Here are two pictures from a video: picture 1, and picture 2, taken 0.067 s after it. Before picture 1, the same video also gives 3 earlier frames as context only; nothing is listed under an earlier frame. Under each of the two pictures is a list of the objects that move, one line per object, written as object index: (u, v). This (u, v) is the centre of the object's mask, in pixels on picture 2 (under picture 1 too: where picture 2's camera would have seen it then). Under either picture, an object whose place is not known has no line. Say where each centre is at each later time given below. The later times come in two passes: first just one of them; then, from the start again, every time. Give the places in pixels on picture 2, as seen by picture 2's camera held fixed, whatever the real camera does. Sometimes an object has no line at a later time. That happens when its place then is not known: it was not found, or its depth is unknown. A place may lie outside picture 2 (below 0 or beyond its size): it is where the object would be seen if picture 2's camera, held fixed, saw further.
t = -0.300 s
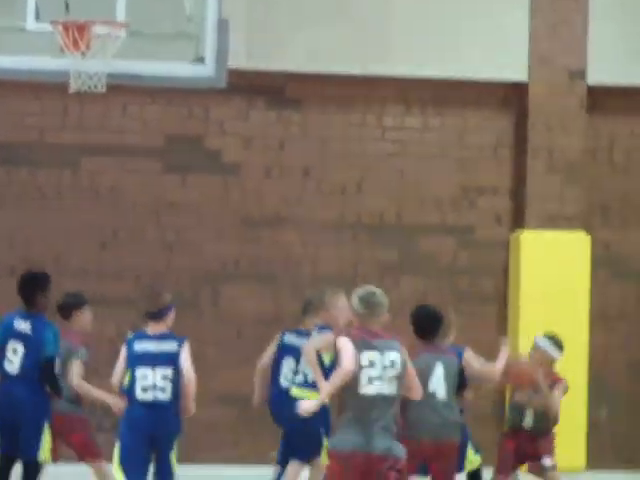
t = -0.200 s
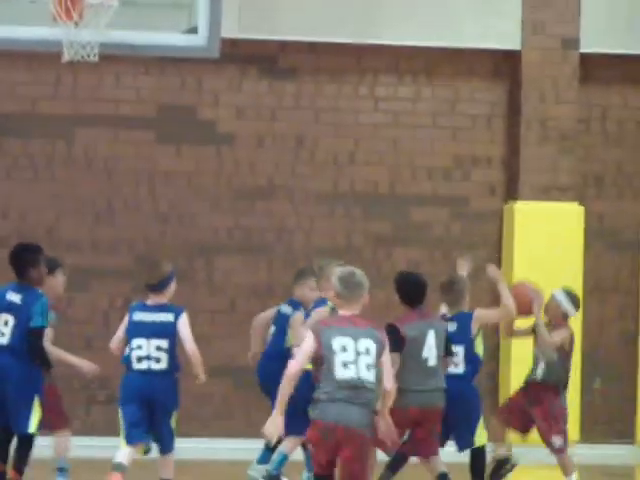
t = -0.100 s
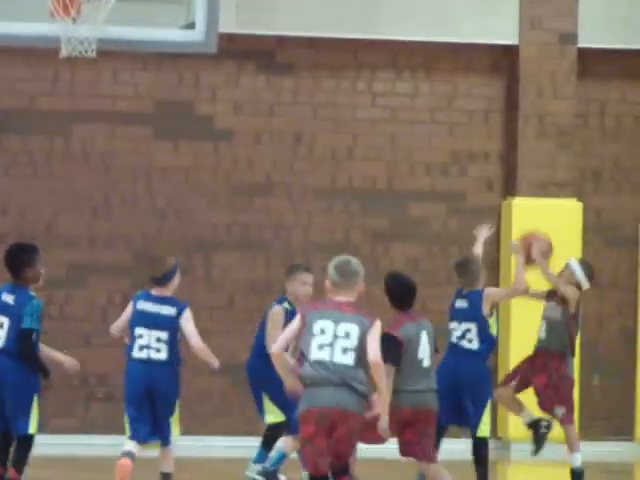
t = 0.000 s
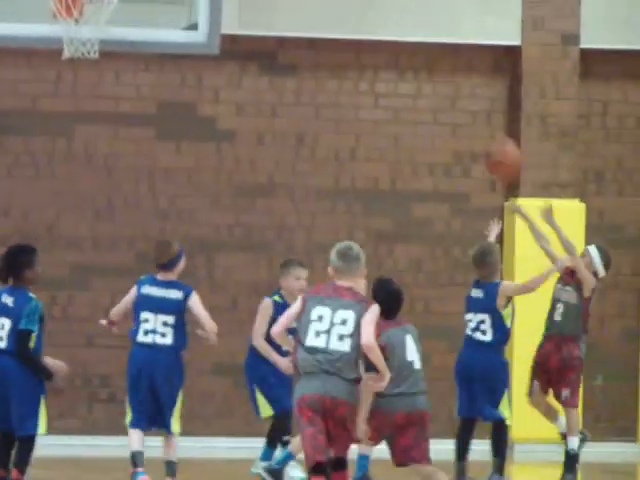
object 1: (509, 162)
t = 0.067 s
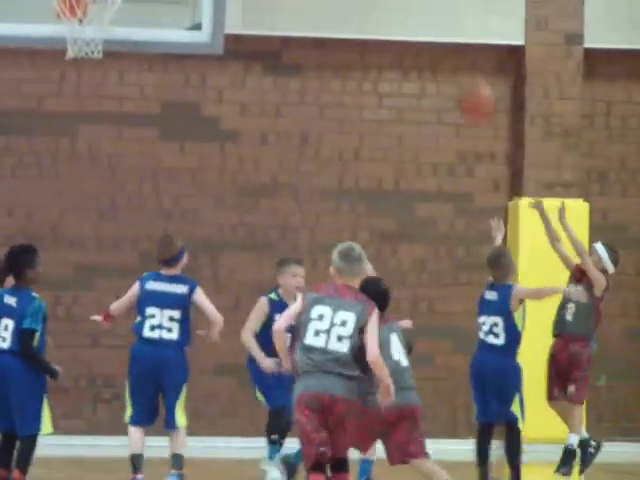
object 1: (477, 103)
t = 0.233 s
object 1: (401, 3)
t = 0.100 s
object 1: (462, 76)
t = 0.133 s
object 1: (448, 53)
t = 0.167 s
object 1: (431, 31)
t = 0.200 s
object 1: (416, 12)
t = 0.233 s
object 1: (401, 3)
